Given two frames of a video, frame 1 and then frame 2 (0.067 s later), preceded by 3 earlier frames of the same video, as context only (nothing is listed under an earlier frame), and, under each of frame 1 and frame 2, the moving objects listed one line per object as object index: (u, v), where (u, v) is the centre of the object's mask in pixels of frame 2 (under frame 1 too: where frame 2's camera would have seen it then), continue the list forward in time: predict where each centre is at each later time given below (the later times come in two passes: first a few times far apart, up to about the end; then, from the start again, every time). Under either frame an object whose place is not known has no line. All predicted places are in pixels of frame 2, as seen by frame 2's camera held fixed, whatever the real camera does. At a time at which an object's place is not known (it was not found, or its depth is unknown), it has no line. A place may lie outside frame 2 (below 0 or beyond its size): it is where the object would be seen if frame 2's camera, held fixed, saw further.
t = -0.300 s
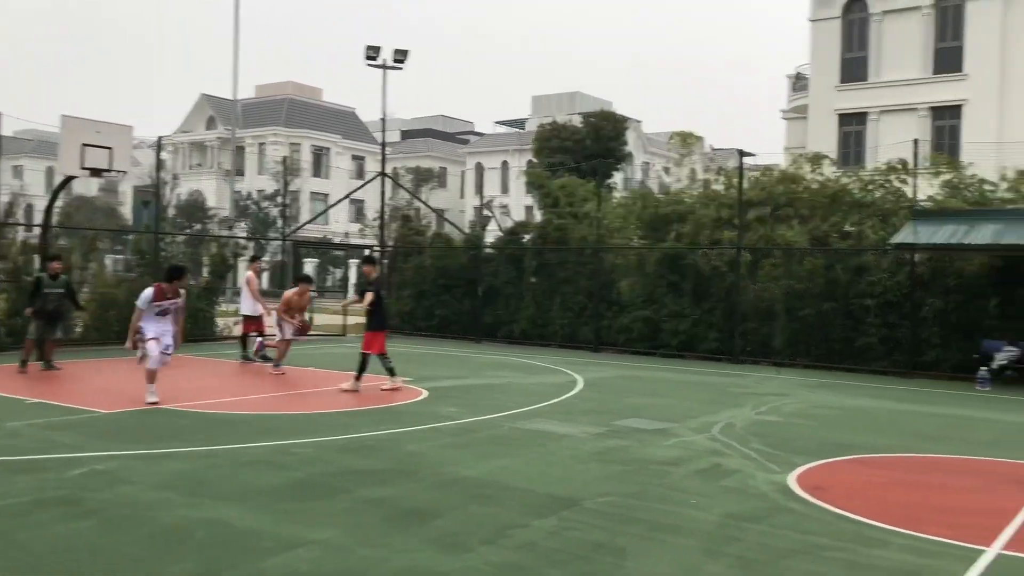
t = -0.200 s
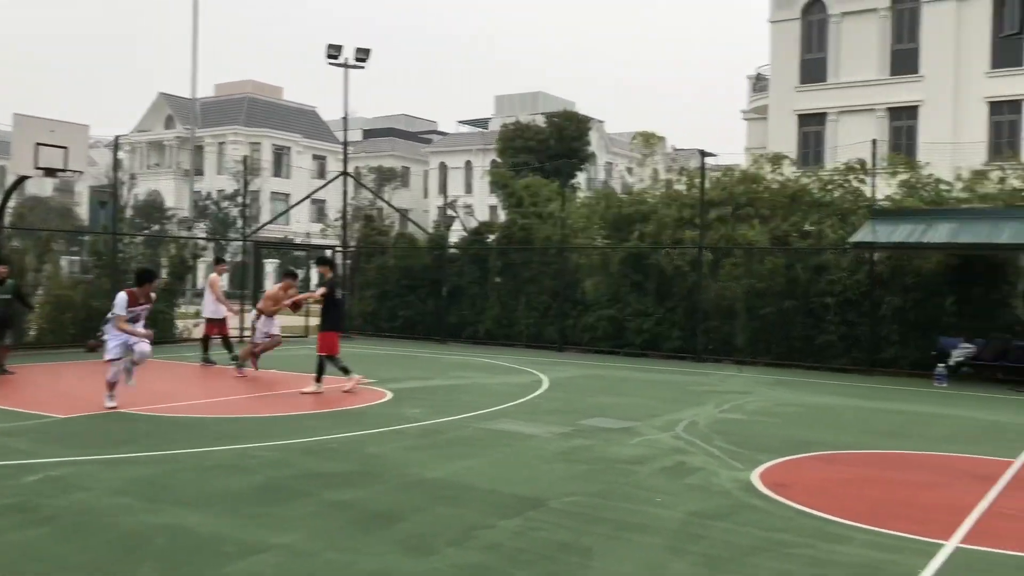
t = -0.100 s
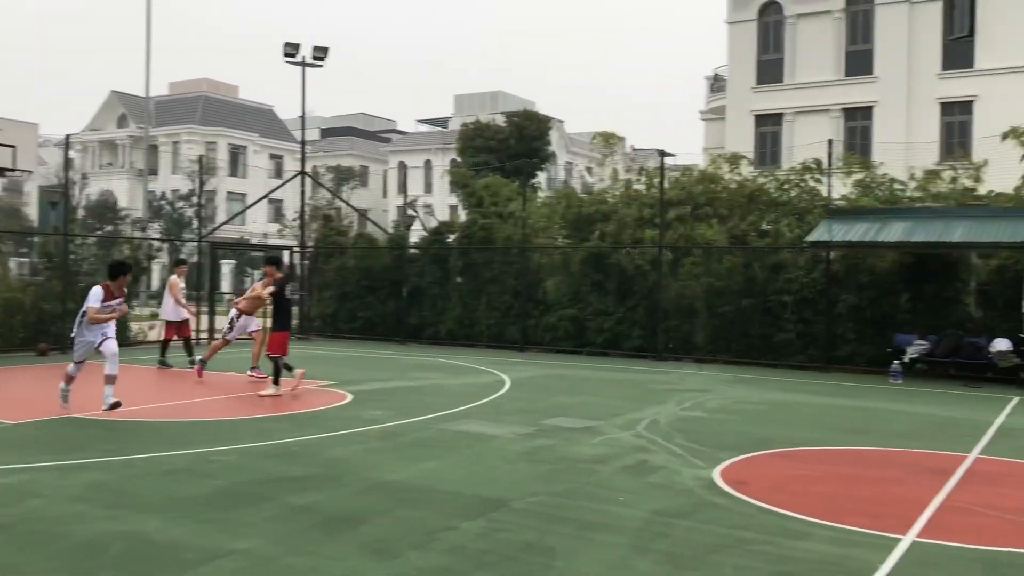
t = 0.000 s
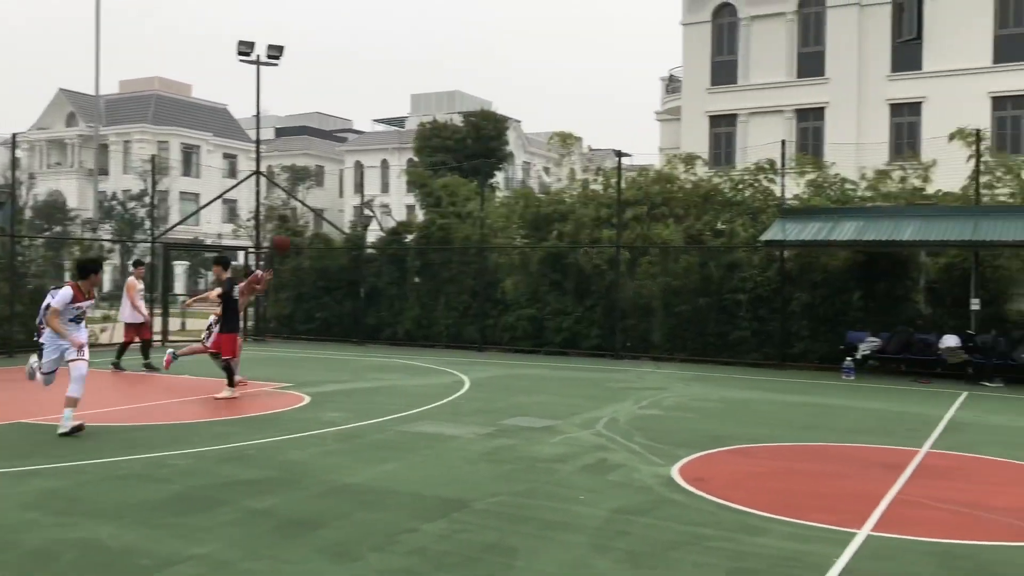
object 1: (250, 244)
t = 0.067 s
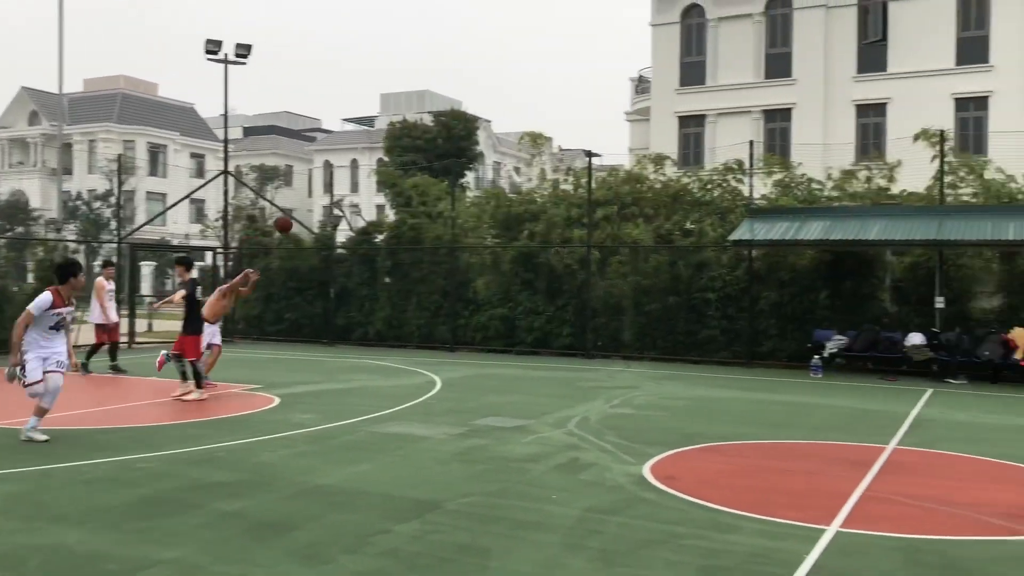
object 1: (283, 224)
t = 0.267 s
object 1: (393, 178)
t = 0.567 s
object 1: (598, 159)
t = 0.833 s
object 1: (838, 217)
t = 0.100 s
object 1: (300, 216)
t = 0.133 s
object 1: (318, 206)
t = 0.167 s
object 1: (336, 198)
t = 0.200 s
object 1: (354, 191)
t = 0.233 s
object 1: (373, 184)
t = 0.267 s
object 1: (393, 178)
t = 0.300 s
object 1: (413, 172)
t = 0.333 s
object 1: (434, 167)
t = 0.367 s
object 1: (455, 164)
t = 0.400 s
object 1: (477, 161)
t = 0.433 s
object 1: (500, 159)
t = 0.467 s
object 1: (523, 158)
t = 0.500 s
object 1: (548, 157)
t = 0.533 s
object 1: (572, 158)
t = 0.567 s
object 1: (598, 159)
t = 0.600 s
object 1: (625, 162)
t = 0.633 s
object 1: (653, 165)
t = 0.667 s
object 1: (680, 171)
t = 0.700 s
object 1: (710, 177)
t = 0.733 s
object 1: (740, 185)
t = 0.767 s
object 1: (771, 195)
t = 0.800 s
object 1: (803, 205)
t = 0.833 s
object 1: (838, 217)
